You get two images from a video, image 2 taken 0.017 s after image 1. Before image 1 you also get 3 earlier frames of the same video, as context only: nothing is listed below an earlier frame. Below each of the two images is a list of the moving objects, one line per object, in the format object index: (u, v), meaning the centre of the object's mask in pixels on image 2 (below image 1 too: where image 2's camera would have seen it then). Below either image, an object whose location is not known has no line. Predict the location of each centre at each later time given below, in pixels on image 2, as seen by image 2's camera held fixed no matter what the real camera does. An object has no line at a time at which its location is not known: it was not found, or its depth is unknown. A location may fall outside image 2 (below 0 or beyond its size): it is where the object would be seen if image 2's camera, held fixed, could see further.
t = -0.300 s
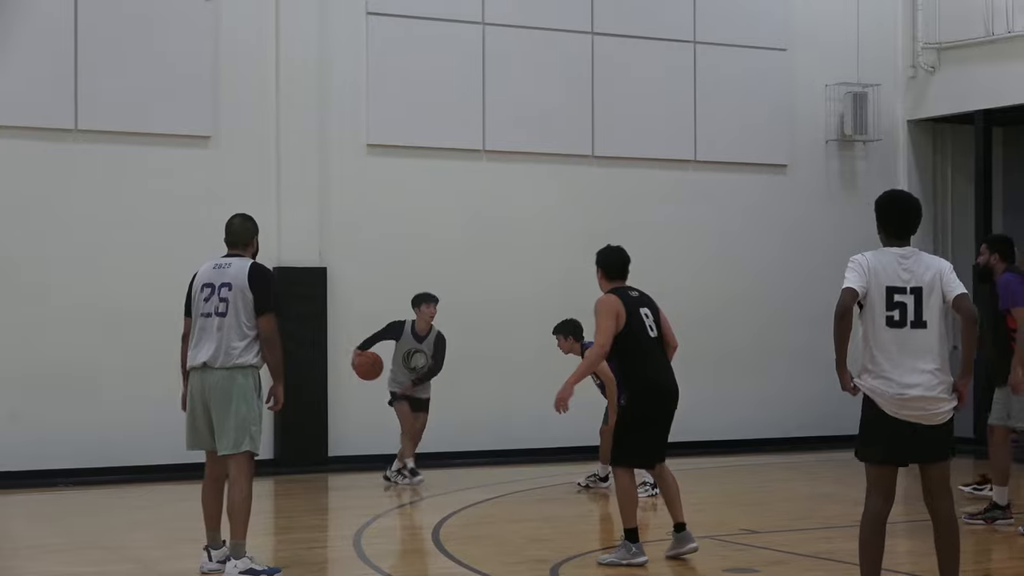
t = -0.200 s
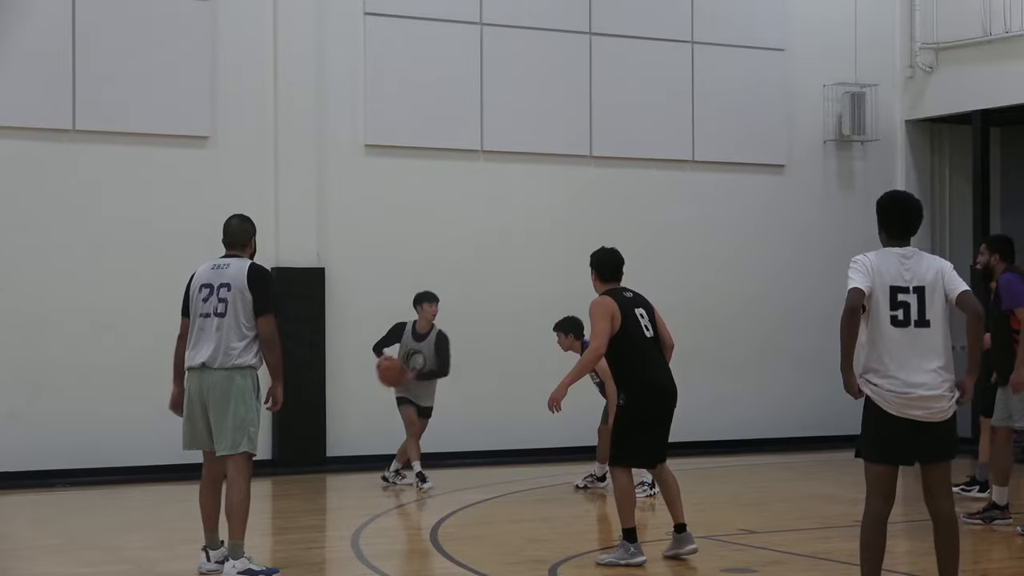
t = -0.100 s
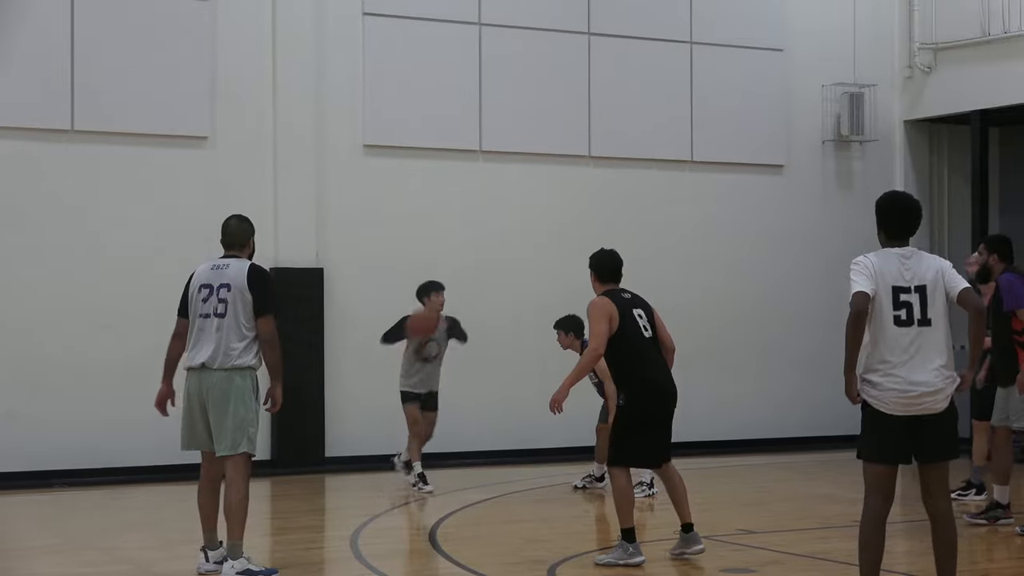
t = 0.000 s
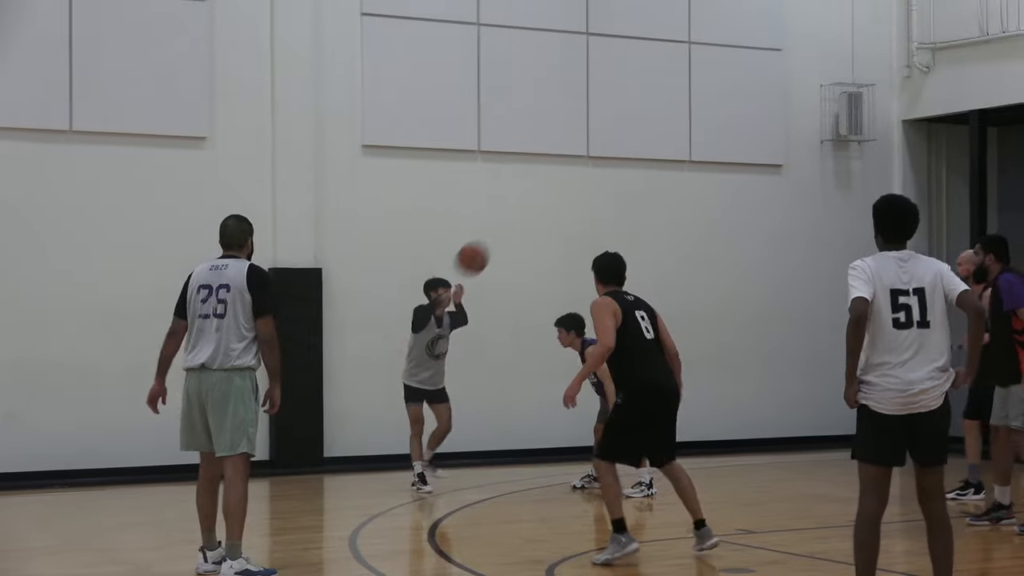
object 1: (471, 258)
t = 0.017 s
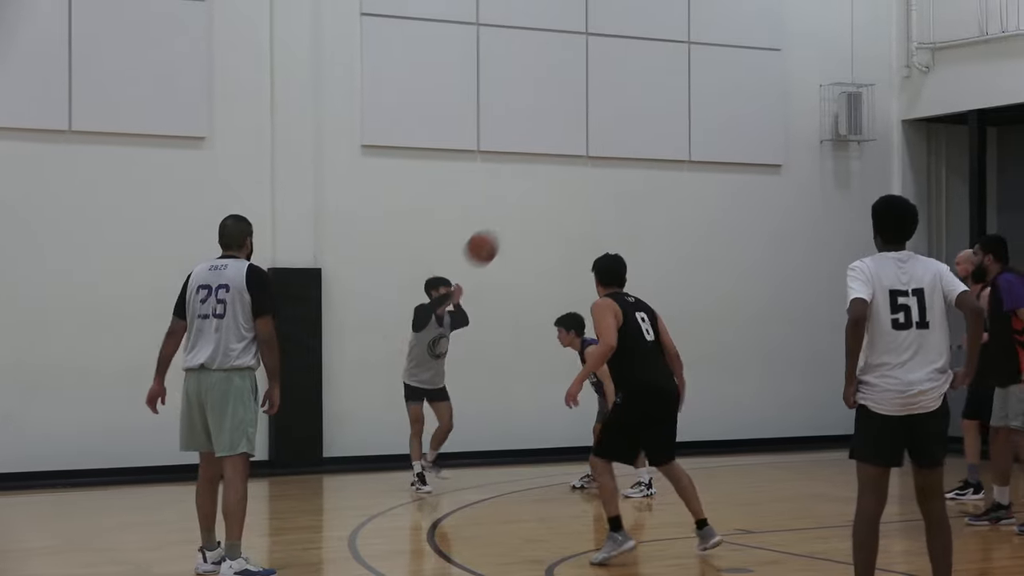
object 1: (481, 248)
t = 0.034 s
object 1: (492, 237)
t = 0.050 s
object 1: (503, 227)
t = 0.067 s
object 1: (513, 217)
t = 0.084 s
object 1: (524, 207)
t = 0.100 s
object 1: (535, 197)
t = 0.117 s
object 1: (547, 187)
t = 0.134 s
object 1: (559, 177)
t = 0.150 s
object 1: (571, 167)
